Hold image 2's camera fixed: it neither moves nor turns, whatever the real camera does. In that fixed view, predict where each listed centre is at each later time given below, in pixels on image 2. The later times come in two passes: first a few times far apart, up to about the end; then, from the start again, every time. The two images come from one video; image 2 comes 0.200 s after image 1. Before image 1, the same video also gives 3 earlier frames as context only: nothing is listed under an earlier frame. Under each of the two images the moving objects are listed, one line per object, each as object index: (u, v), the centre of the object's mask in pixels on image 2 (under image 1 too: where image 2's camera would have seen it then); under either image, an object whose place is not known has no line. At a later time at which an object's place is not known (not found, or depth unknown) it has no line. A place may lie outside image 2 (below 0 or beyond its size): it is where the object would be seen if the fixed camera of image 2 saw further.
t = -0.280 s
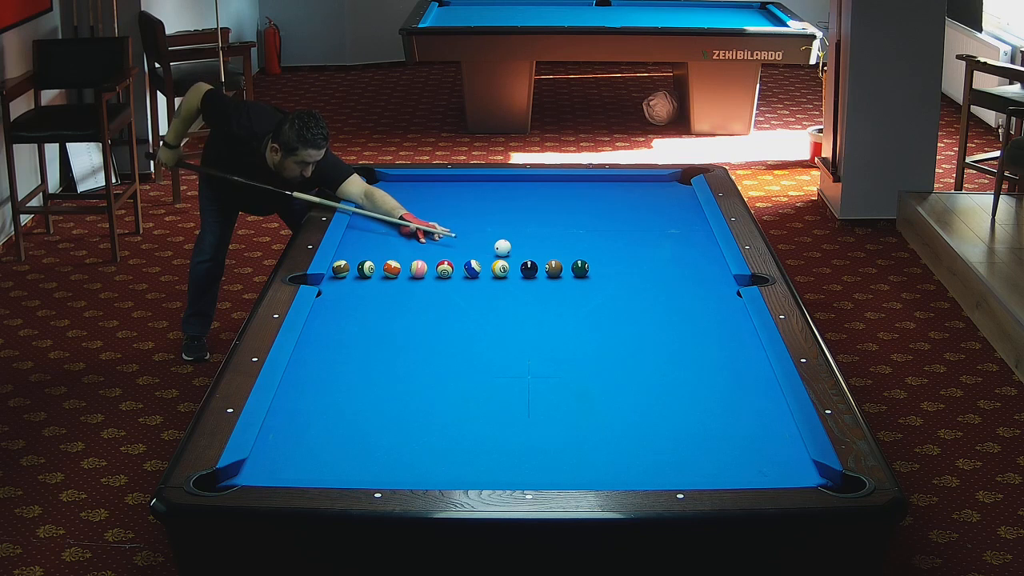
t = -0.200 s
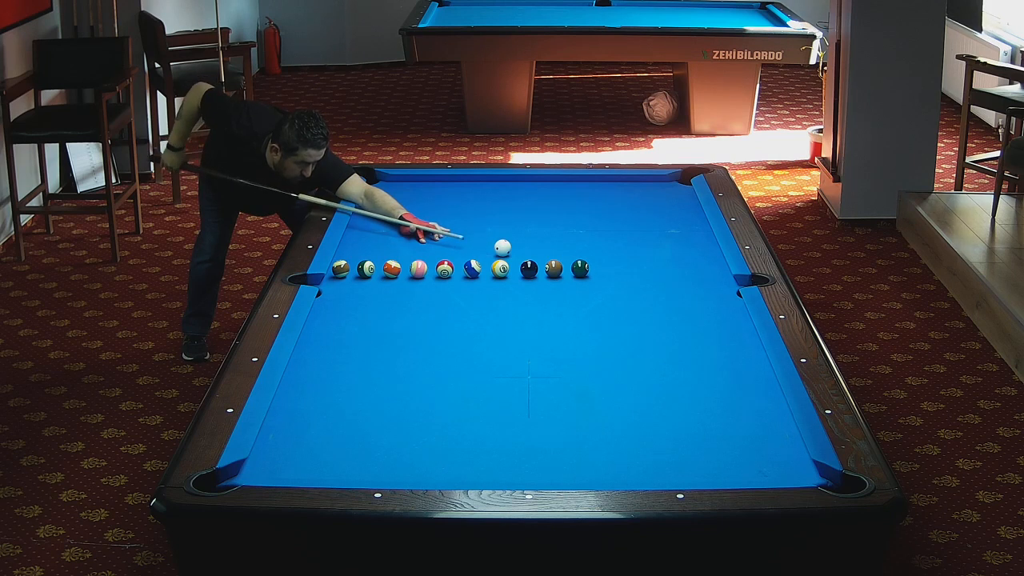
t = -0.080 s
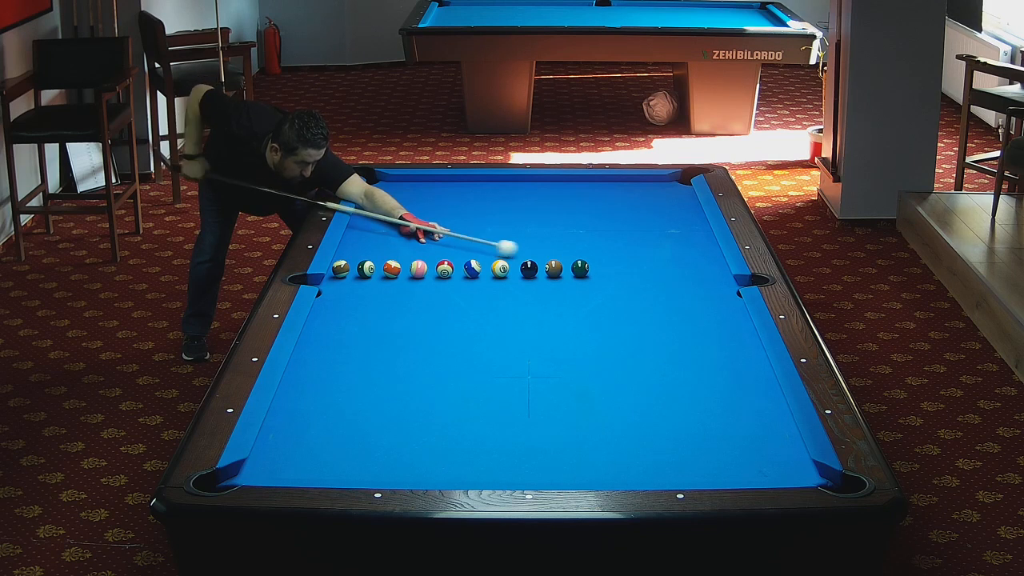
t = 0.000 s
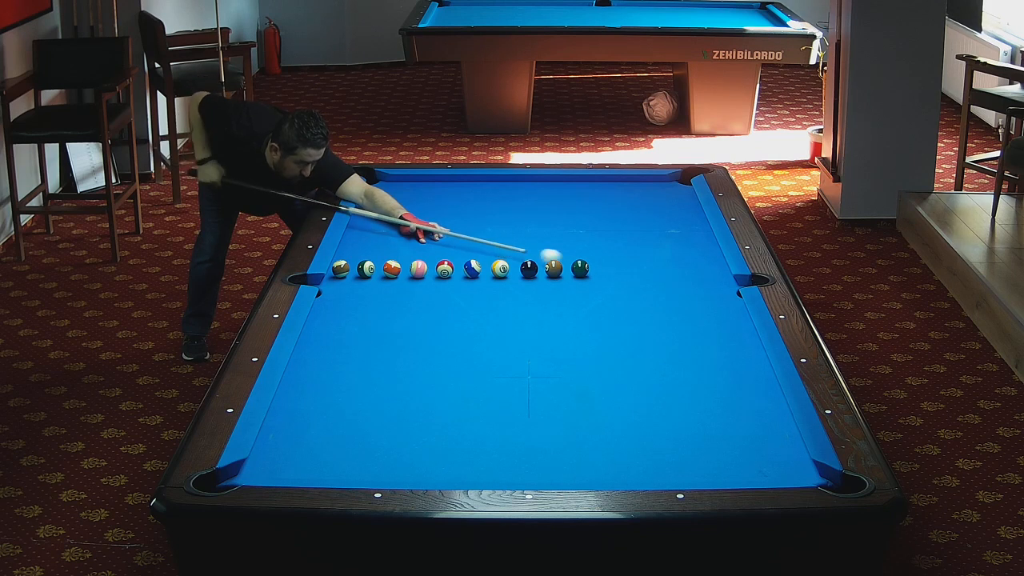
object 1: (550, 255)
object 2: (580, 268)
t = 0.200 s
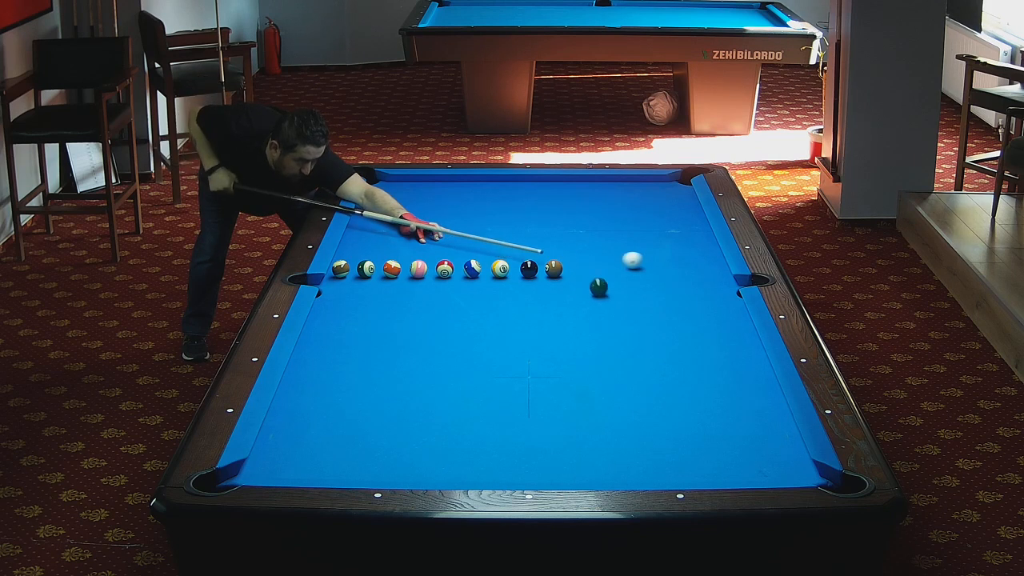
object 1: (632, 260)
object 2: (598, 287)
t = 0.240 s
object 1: (647, 259)
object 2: (603, 291)
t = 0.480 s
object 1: (705, 259)
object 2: (628, 316)
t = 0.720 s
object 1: (658, 257)
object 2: (654, 343)
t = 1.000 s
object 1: (605, 254)
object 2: (688, 376)
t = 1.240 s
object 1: (563, 252)
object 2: (720, 407)
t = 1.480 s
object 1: (522, 250)
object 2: (753, 440)
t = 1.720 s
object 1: (483, 248)
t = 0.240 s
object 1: (647, 259)
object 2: (603, 291)
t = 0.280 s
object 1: (662, 259)
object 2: (607, 296)
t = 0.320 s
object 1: (676, 259)
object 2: (611, 300)
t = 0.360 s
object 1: (691, 259)
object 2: (615, 304)
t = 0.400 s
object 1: (705, 259)
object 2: (619, 308)
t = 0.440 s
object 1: (716, 259)
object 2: (623, 312)
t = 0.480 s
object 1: (705, 259)
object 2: (628, 316)
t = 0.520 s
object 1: (696, 258)
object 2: (632, 321)
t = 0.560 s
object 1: (688, 258)
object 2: (636, 325)
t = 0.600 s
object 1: (681, 258)
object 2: (641, 329)
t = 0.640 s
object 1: (673, 258)
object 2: (645, 333)
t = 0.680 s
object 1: (665, 257)
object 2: (650, 338)
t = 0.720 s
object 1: (658, 257)
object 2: (654, 343)
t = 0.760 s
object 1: (650, 256)
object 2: (659, 347)
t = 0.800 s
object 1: (642, 256)
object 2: (664, 352)
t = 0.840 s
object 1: (635, 256)
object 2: (668, 357)
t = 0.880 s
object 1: (628, 255)
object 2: (673, 361)
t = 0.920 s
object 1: (620, 255)
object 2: (678, 366)
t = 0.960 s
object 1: (613, 254)
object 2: (683, 371)
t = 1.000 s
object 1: (605, 254)
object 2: (688, 376)
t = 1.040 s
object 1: (598, 254)
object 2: (693, 381)
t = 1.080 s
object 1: (591, 253)
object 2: (698, 386)
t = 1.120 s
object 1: (584, 253)
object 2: (704, 391)
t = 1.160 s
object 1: (577, 252)
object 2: (709, 396)
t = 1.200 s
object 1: (570, 252)
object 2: (714, 401)
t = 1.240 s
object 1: (563, 252)
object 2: (720, 407)
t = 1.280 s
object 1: (556, 251)
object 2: (725, 412)
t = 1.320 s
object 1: (549, 251)
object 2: (731, 418)
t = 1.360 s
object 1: (542, 251)
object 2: (736, 424)
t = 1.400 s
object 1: (536, 251)
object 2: (742, 429)
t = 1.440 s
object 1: (528, 250)
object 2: (748, 435)
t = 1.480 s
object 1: (522, 250)
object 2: (753, 440)
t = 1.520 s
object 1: (515, 249)
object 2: (759, 446)
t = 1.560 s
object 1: (509, 249)
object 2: (765, 452)
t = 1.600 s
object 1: (502, 248)
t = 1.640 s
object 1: (495, 248)
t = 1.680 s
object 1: (489, 248)
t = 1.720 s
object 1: (483, 248)
